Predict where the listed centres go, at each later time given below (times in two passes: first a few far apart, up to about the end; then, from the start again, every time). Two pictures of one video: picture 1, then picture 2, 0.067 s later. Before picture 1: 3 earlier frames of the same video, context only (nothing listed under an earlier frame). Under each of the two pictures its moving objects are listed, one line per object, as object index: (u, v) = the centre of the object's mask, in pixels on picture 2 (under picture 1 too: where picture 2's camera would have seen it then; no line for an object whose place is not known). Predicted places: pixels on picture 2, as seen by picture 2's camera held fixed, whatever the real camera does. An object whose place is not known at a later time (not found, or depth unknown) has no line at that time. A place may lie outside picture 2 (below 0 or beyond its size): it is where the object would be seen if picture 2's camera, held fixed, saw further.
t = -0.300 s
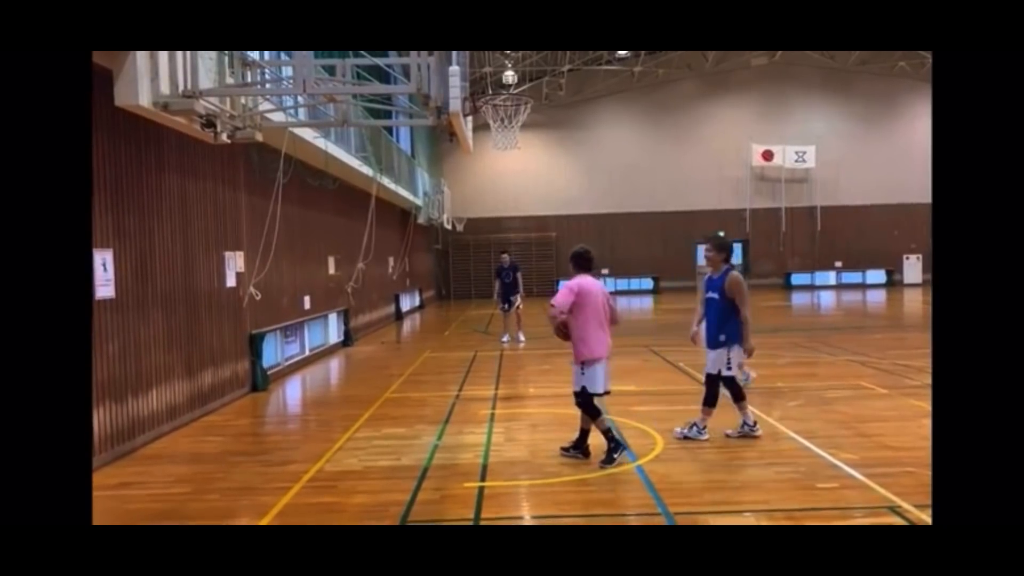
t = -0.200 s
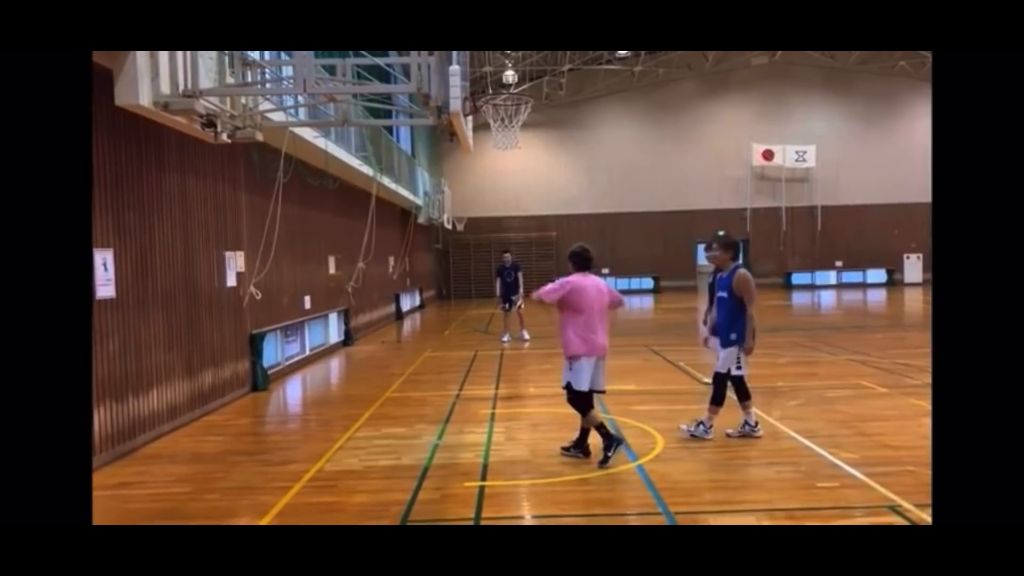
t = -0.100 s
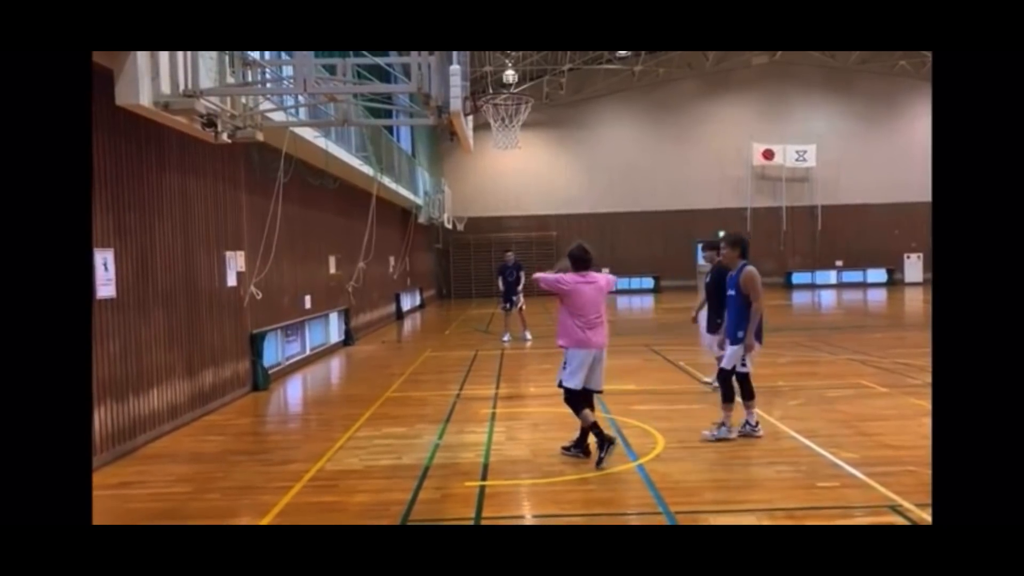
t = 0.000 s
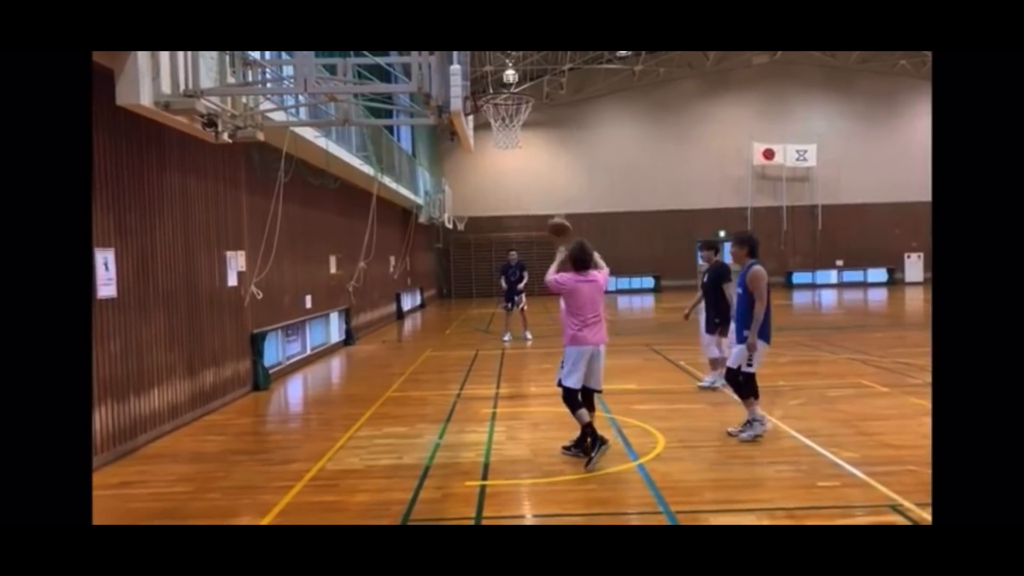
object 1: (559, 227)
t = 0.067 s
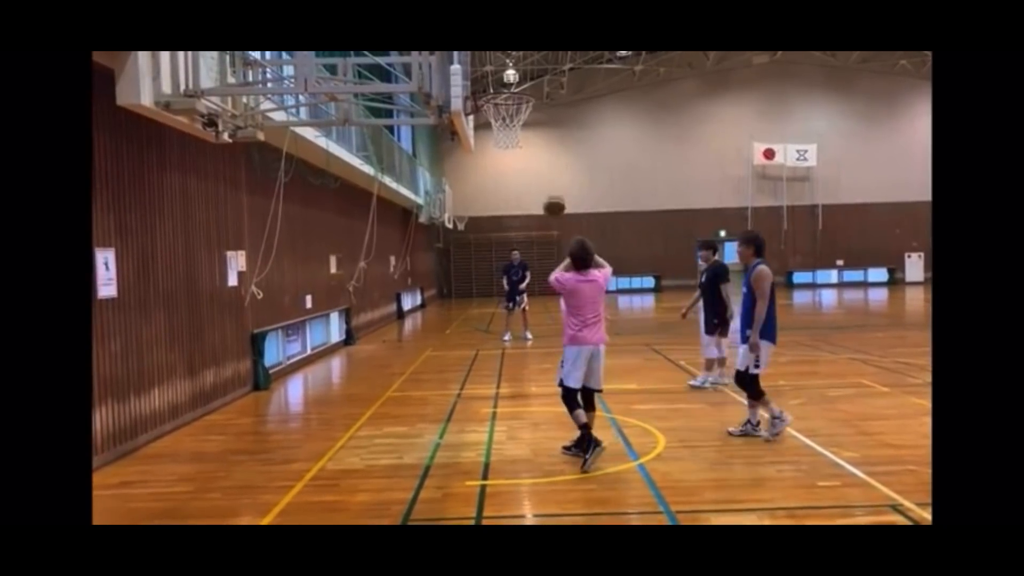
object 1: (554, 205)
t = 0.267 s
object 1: (543, 176)
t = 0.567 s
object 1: (534, 189)
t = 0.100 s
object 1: (552, 198)
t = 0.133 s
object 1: (550, 191)
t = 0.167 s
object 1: (548, 186)
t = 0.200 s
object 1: (546, 181)
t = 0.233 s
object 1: (544, 178)
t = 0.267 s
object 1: (543, 176)
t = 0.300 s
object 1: (541, 175)
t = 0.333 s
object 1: (541, 174)
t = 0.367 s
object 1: (539, 174)
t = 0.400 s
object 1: (538, 175)
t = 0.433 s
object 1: (537, 177)
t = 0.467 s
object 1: (536, 179)
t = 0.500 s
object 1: (535, 182)
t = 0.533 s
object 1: (535, 186)
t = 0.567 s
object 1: (534, 189)
